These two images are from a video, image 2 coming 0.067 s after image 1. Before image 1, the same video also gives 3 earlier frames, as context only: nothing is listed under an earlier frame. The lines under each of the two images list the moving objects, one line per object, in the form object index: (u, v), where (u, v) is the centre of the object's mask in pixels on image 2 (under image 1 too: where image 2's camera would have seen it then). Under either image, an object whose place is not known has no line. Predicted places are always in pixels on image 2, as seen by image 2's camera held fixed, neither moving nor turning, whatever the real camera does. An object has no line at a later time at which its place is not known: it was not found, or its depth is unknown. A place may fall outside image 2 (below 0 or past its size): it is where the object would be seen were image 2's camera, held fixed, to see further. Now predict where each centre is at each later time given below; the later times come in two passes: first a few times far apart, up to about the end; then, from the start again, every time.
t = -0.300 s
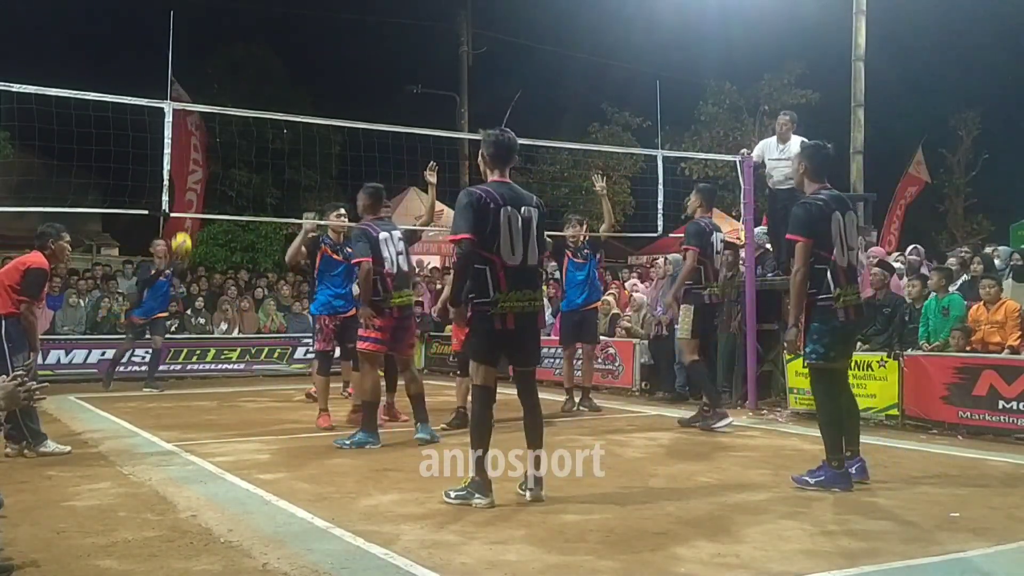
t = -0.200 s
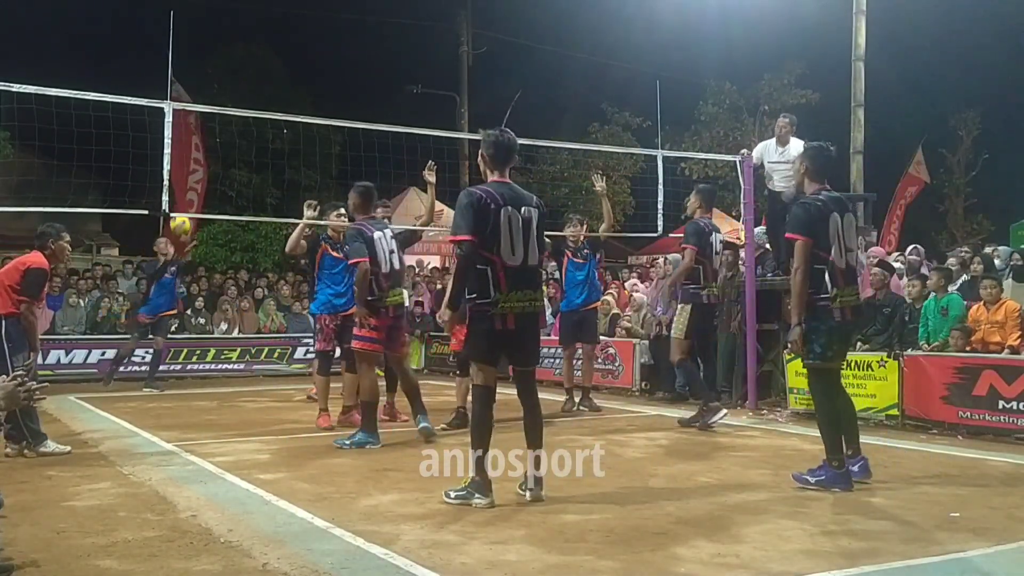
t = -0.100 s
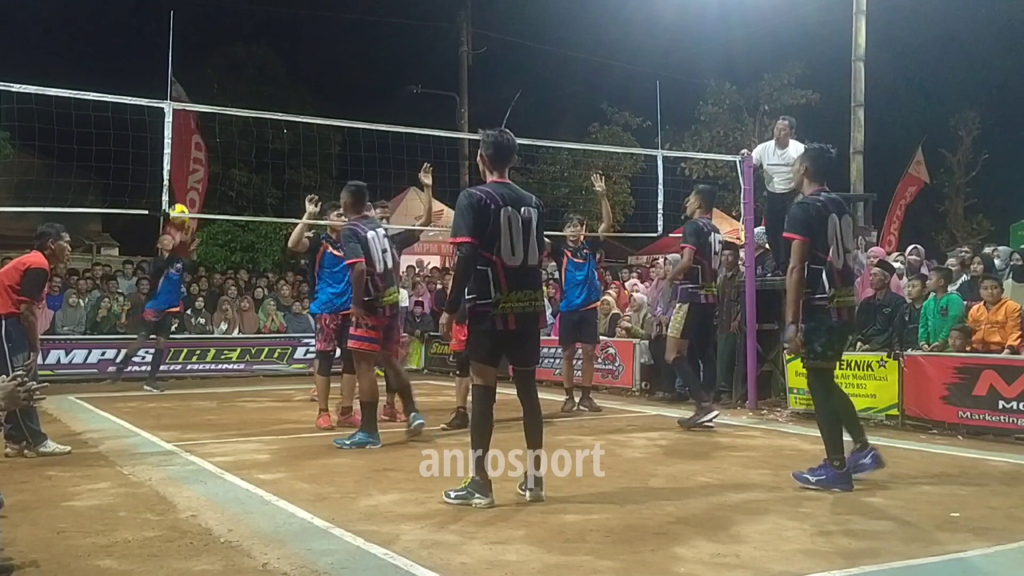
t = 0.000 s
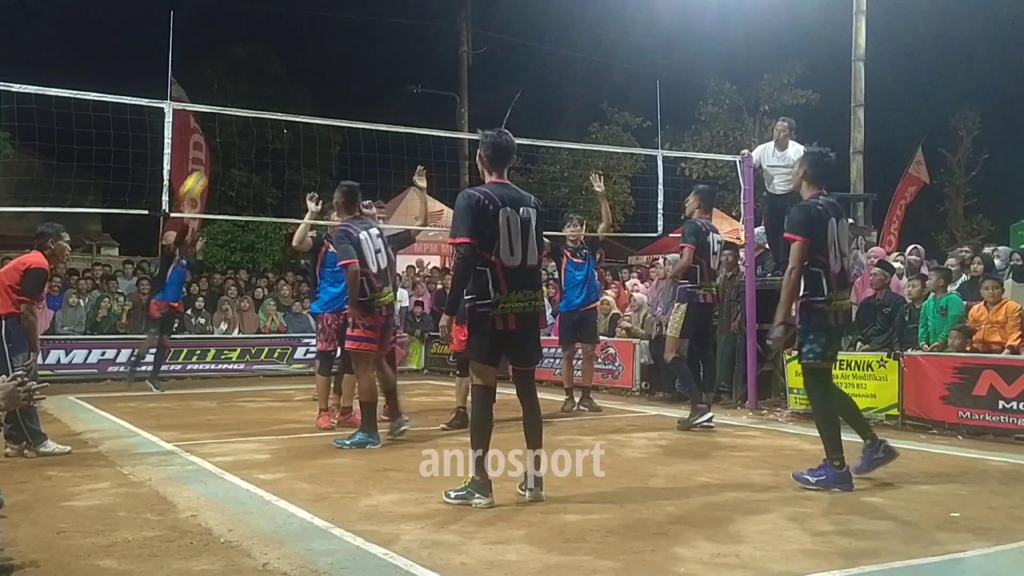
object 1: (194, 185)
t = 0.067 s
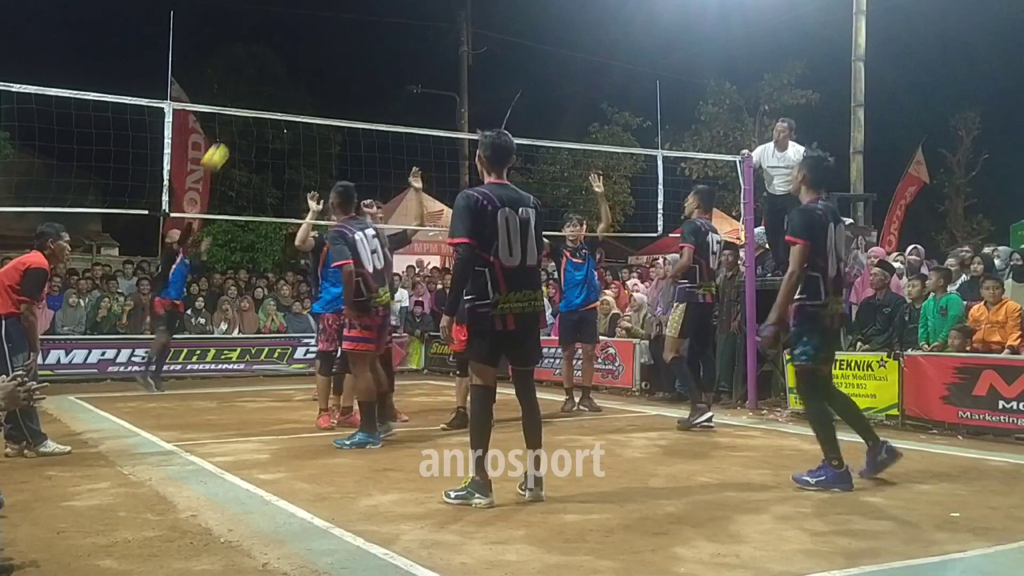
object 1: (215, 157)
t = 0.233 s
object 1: (275, 100)
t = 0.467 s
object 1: (369, 59)
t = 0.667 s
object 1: (463, 65)
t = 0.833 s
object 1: (550, 106)
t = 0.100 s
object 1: (226, 145)
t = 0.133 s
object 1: (238, 132)
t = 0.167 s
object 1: (250, 121)
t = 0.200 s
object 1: (262, 110)
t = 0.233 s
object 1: (275, 100)
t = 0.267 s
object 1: (287, 92)
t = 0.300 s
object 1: (301, 84)
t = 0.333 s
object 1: (313, 77)
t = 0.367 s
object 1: (327, 71)
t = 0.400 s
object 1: (341, 66)
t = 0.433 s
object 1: (354, 62)
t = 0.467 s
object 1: (369, 59)
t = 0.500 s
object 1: (384, 57)
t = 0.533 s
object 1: (399, 57)
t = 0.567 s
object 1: (414, 57)
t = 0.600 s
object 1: (430, 58)
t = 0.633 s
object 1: (446, 61)
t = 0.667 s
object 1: (463, 65)
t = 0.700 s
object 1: (479, 69)
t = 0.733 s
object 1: (497, 77)
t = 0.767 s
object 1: (514, 86)
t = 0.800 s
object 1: (532, 96)
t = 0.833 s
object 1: (550, 106)
